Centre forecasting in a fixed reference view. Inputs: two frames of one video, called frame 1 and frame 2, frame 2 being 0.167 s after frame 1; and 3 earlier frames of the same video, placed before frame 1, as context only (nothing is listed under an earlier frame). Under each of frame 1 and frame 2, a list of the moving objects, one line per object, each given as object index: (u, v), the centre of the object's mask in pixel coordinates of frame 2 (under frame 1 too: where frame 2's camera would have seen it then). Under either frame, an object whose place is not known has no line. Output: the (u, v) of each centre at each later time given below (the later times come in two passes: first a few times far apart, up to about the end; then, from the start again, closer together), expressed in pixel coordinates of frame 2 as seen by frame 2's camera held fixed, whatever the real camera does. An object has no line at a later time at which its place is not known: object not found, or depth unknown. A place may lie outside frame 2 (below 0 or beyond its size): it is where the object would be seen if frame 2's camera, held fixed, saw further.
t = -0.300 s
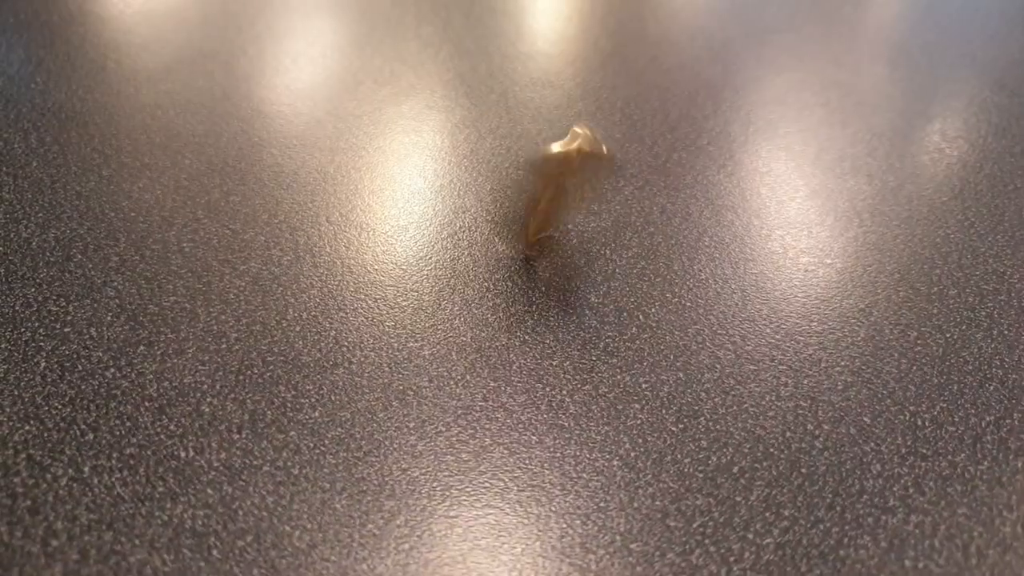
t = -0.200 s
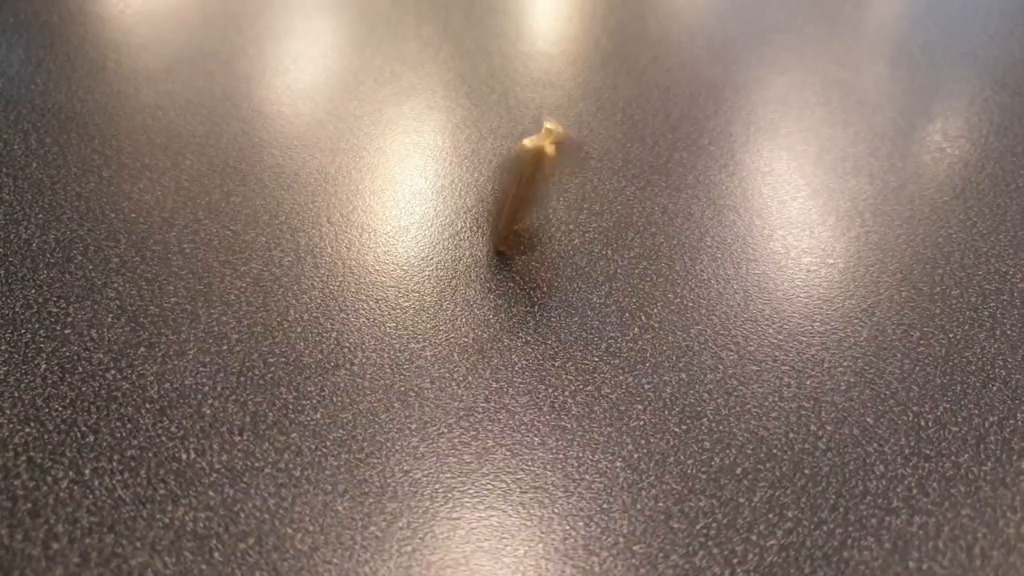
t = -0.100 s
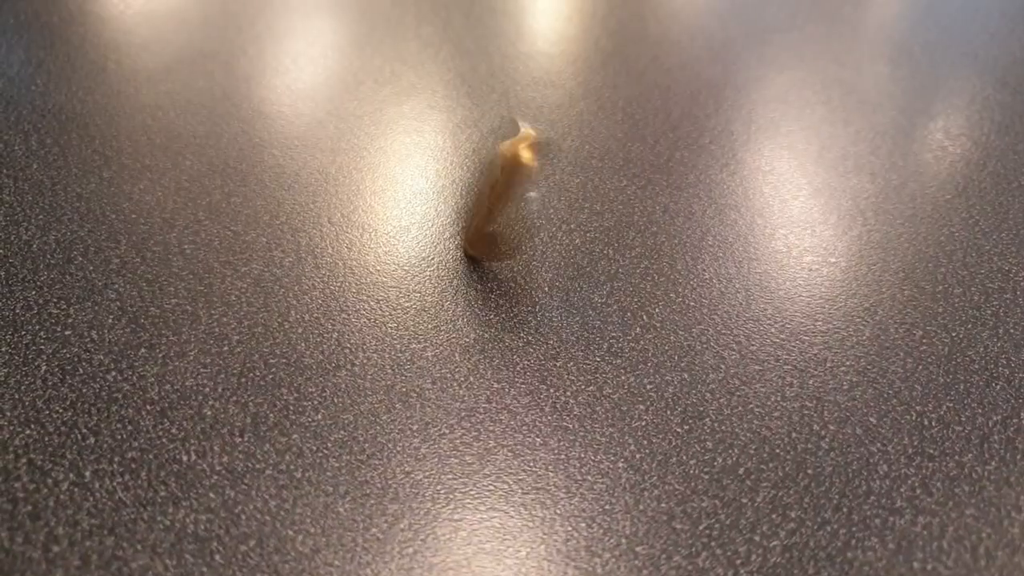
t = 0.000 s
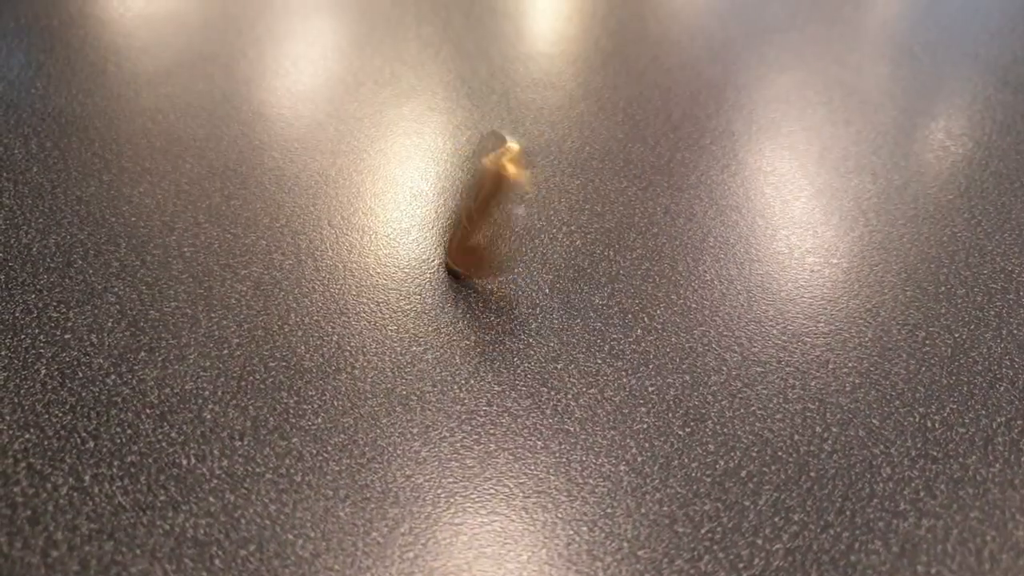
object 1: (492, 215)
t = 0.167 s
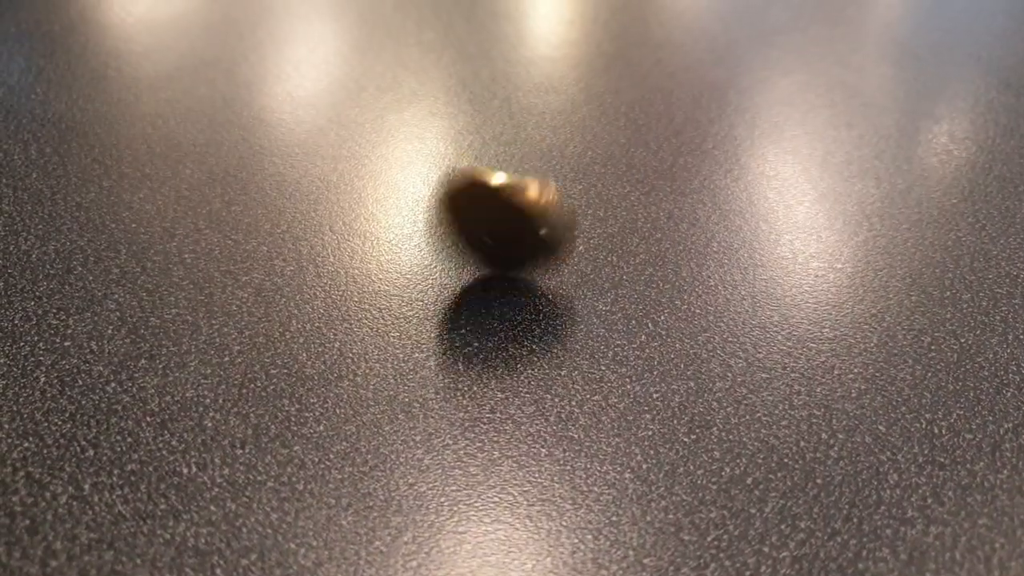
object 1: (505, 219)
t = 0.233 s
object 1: (521, 231)
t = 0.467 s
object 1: (553, 198)
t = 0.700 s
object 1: (508, 187)
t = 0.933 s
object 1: (520, 200)
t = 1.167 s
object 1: (528, 189)
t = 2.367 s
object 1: (518, 207)
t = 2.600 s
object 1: (533, 200)
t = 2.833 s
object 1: (529, 200)
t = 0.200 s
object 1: (518, 234)
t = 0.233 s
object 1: (521, 231)
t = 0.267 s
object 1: (531, 220)
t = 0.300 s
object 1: (551, 232)
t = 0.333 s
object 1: (549, 227)
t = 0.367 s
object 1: (552, 214)
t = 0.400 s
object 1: (565, 215)
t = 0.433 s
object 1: (560, 211)
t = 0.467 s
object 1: (553, 198)
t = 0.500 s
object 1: (559, 195)
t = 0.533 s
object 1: (550, 191)
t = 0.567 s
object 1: (537, 186)
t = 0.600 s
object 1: (532, 184)
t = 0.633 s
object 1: (525, 181)
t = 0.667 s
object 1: (524, 186)
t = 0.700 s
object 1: (508, 187)
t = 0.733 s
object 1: (506, 182)
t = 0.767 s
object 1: (497, 207)
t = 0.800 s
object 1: (499, 198)
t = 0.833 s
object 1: (509, 199)
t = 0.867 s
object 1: (509, 221)
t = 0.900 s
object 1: (508, 207)
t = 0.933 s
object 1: (520, 200)
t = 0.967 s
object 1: (527, 216)
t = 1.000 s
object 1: (525, 210)
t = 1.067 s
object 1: (535, 202)
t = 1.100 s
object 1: (533, 195)
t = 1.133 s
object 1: (533, 201)
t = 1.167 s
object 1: (528, 189)
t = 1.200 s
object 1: (535, 189)
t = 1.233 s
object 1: (521, 192)
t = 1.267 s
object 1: (512, 185)
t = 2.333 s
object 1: (517, 198)
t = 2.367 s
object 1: (518, 207)
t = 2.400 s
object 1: (521, 202)
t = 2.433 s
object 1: (534, 202)
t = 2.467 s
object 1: (530, 202)
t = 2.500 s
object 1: (531, 197)
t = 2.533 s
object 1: (535, 200)
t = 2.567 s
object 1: (530, 195)
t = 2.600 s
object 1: (533, 200)
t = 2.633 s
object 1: (526, 193)
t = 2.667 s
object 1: (528, 205)
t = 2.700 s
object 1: (524, 194)
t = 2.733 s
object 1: (524, 208)
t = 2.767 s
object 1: (525, 198)
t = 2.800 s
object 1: (527, 206)
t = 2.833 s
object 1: (529, 200)
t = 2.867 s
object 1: (531, 204)
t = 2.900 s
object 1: (532, 197)
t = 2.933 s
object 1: (531, 203)
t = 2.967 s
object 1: (530, 194)
